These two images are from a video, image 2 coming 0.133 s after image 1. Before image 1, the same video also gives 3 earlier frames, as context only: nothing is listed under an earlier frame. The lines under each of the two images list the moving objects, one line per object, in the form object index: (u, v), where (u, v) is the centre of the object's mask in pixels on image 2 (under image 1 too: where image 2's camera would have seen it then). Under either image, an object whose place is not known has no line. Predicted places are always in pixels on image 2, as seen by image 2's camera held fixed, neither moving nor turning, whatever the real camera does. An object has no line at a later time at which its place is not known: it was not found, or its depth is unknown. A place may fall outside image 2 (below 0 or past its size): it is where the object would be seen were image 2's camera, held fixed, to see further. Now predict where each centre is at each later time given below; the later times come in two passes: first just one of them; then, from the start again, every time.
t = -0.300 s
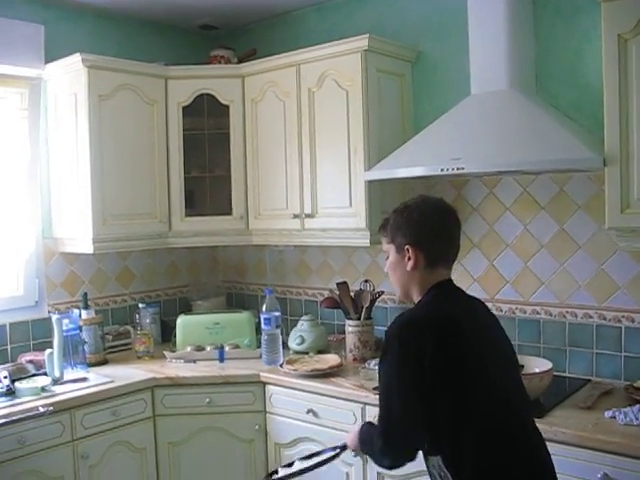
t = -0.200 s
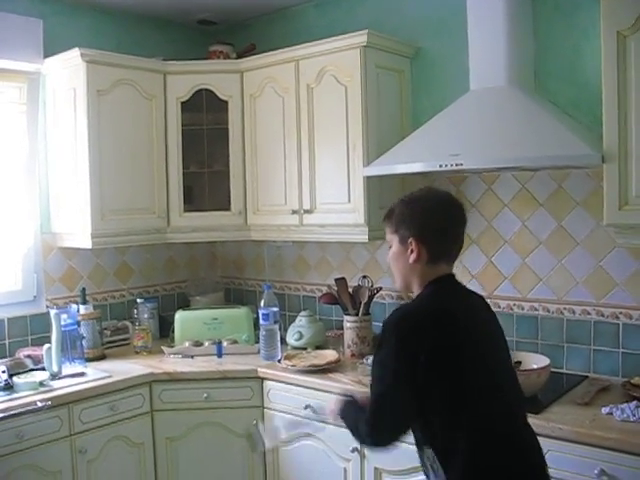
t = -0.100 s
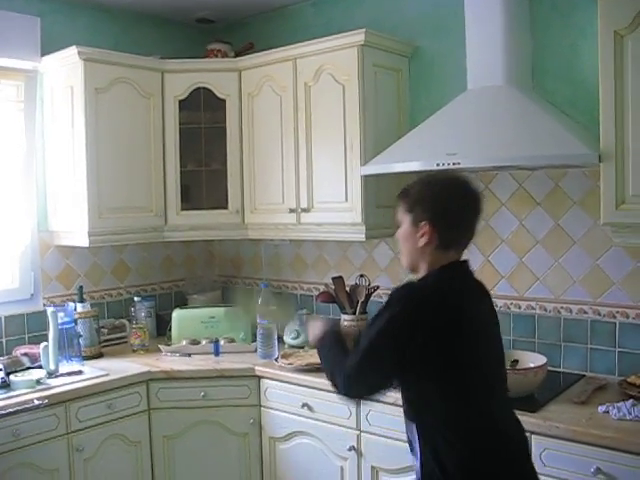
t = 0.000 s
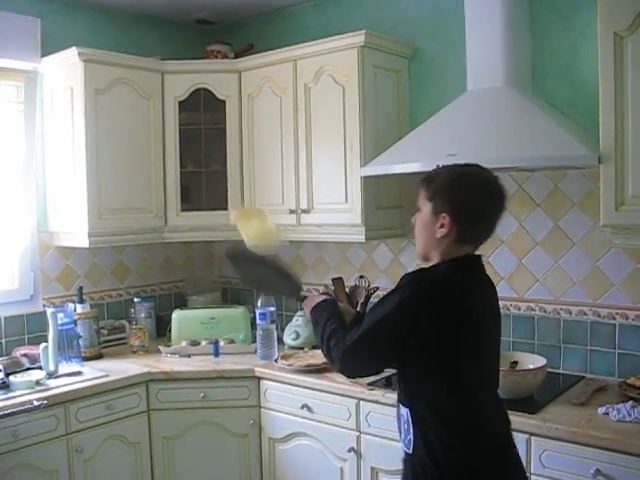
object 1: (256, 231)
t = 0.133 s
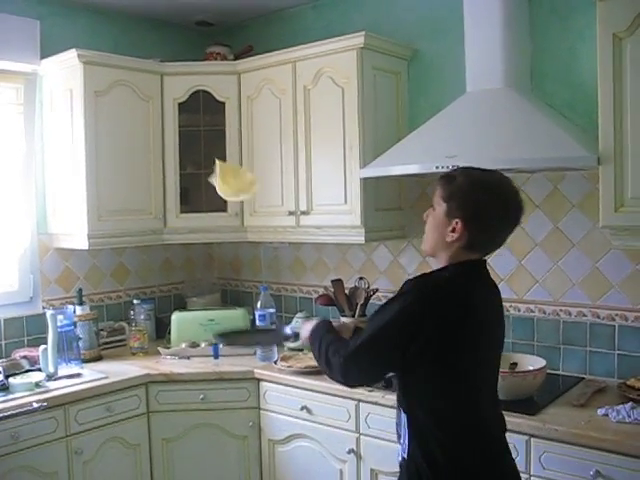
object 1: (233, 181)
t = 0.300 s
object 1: (206, 184)
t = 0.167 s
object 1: (227, 177)
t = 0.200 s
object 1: (222, 177)
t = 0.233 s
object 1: (218, 178)
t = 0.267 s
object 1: (211, 179)
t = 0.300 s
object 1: (206, 184)
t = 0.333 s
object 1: (202, 193)
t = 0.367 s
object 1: (199, 208)
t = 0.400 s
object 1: (197, 228)
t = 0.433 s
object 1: (197, 249)
